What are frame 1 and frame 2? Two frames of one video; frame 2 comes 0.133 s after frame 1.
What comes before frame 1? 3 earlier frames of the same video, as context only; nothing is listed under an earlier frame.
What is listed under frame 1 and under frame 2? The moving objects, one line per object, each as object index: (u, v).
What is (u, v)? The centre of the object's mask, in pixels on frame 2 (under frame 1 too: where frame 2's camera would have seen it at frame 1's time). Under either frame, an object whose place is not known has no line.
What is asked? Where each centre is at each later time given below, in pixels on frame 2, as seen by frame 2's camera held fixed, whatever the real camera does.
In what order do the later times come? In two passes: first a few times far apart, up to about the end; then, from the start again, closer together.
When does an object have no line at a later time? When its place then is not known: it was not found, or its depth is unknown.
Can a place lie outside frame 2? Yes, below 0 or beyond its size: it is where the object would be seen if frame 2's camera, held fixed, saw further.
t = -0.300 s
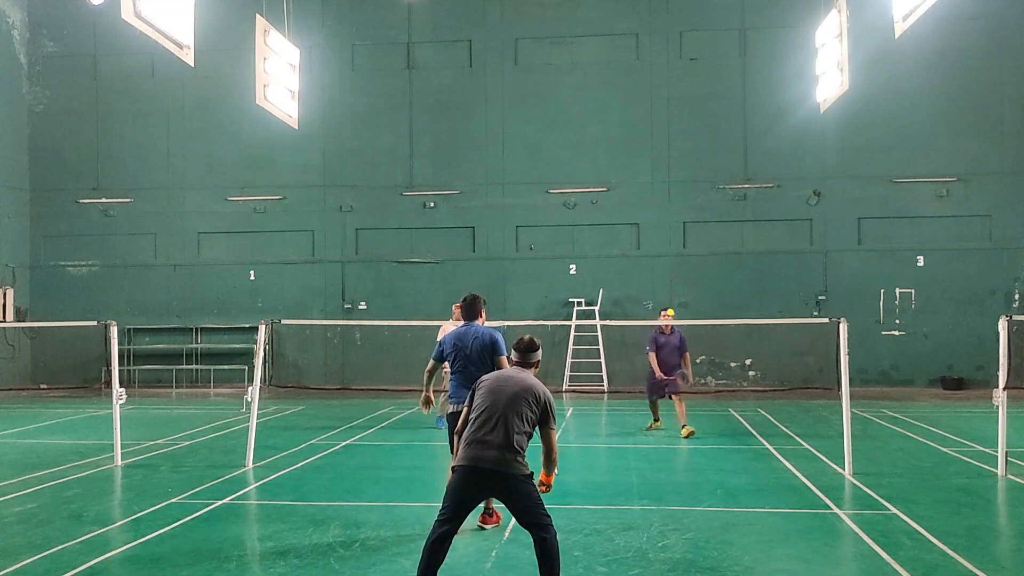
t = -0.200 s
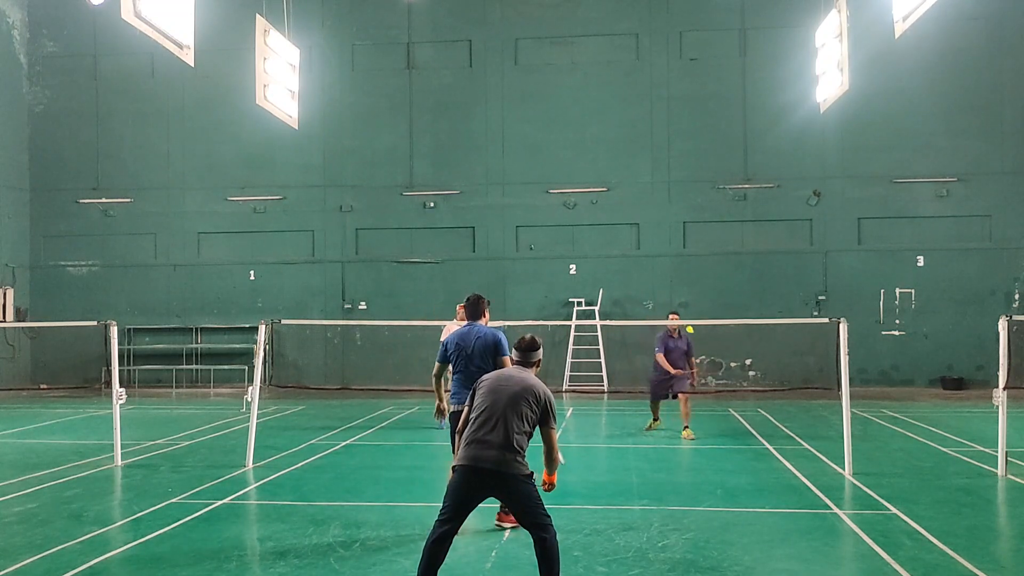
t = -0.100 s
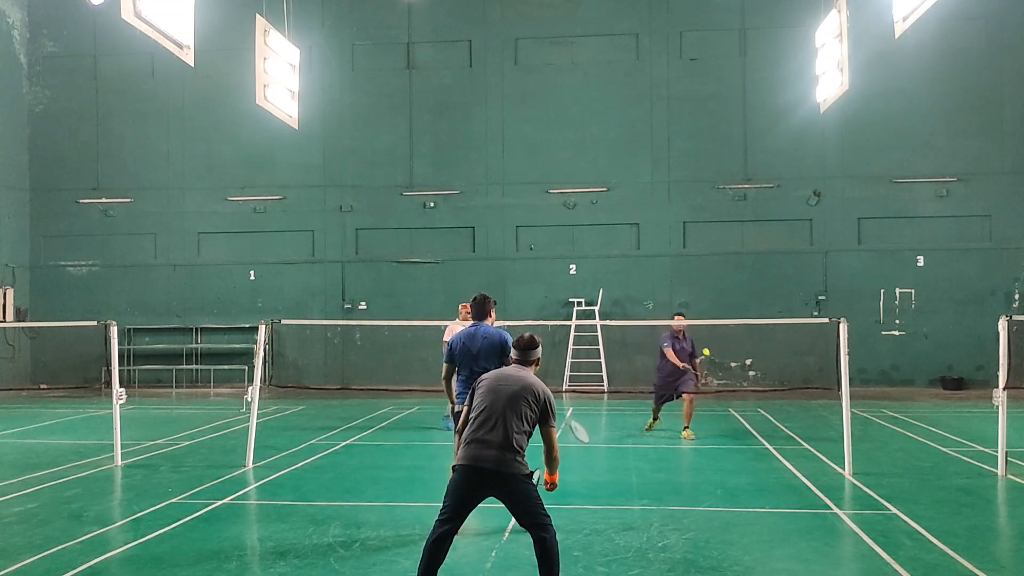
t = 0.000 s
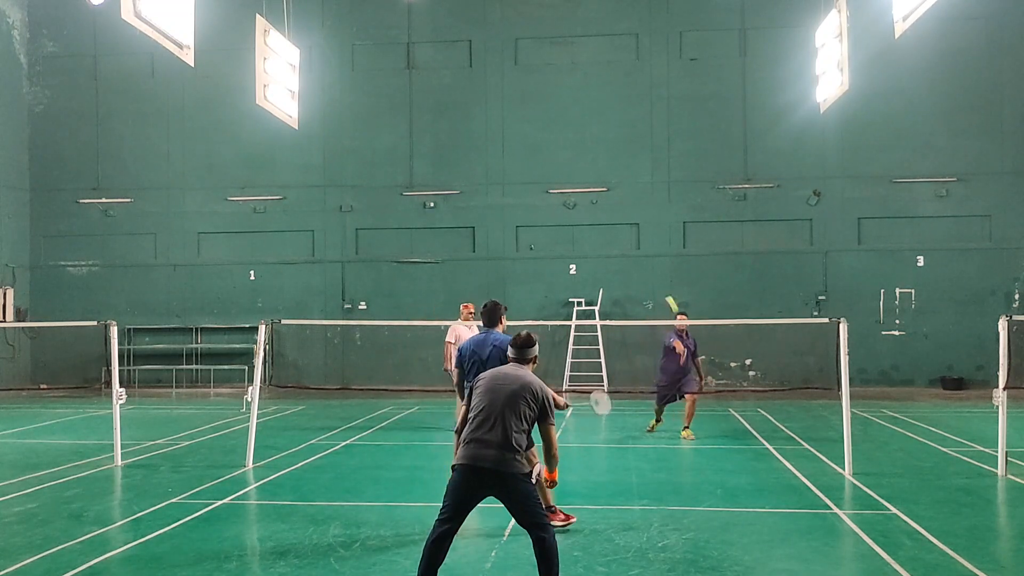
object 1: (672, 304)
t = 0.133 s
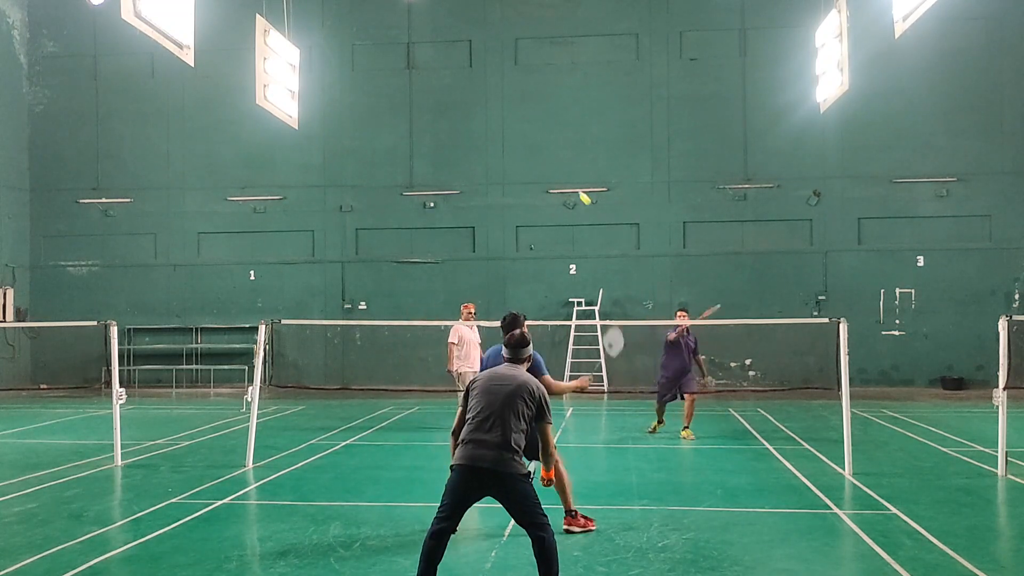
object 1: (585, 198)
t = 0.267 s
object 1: (511, 122)
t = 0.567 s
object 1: (361, 38)
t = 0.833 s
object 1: (232, 65)
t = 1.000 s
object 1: (153, 136)
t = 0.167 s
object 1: (565, 177)
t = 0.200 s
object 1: (547, 157)
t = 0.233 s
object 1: (529, 139)
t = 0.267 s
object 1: (511, 122)
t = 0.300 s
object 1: (493, 107)
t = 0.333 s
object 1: (476, 93)
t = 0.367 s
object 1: (459, 81)
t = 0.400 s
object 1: (443, 70)
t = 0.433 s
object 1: (426, 61)
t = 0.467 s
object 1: (409, 53)
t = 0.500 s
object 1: (393, 47)
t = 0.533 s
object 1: (377, 42)
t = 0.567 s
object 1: (361, 38)
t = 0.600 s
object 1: (345, 36)
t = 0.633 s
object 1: (328, 36)
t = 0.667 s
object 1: (312, 36)
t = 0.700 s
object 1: (296, 39)
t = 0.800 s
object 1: (247, 56)
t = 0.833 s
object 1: (232, 65)
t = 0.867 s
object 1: (215, 76)
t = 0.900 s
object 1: (200, 88)
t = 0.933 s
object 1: (183, 102)
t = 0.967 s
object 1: (168, 118)
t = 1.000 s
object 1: (153, 136)
